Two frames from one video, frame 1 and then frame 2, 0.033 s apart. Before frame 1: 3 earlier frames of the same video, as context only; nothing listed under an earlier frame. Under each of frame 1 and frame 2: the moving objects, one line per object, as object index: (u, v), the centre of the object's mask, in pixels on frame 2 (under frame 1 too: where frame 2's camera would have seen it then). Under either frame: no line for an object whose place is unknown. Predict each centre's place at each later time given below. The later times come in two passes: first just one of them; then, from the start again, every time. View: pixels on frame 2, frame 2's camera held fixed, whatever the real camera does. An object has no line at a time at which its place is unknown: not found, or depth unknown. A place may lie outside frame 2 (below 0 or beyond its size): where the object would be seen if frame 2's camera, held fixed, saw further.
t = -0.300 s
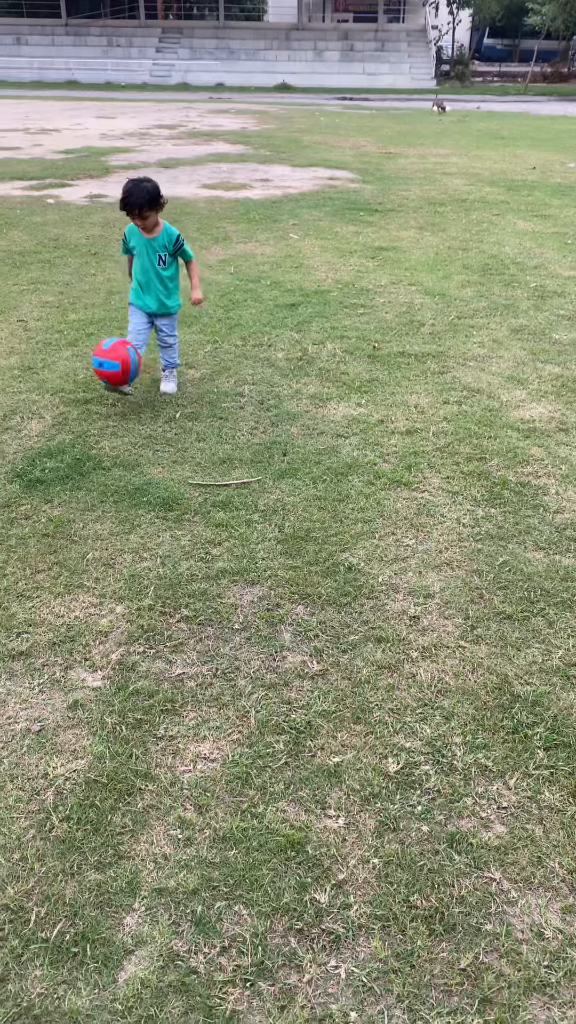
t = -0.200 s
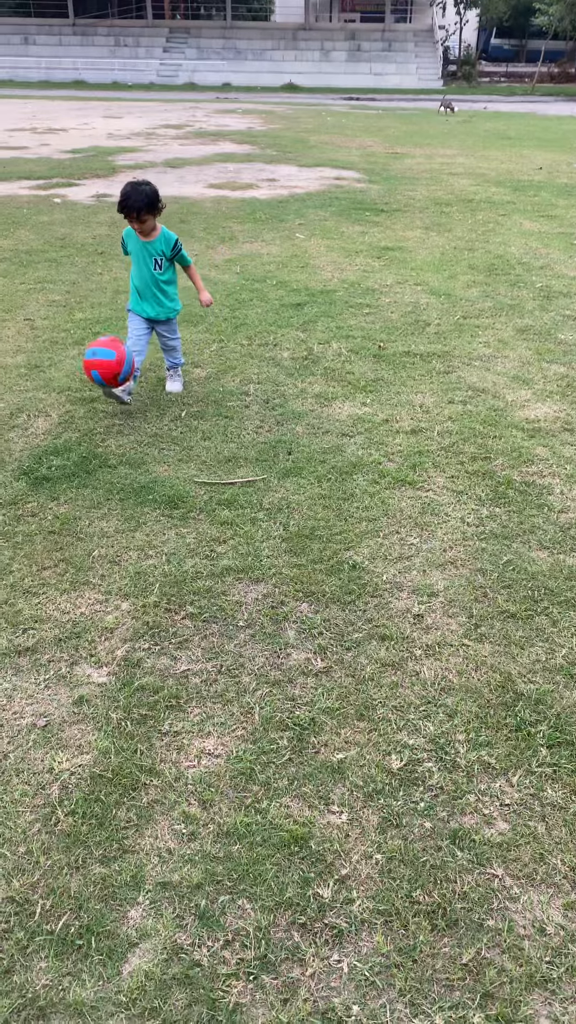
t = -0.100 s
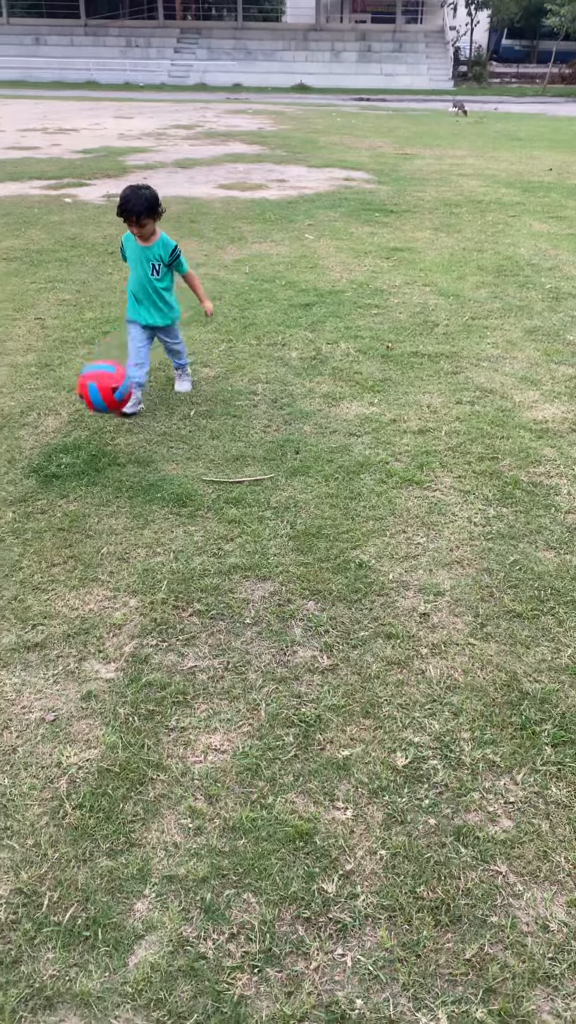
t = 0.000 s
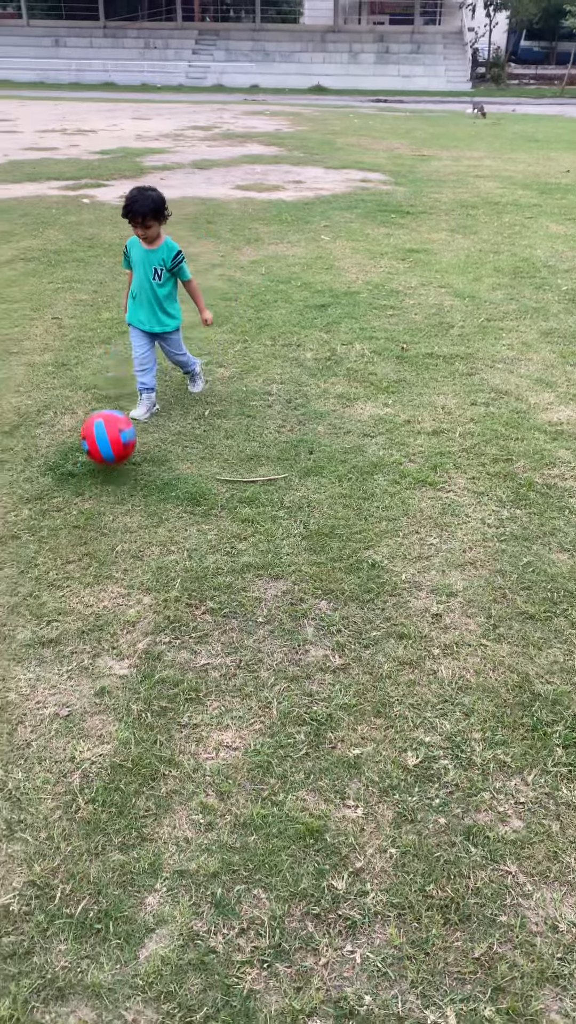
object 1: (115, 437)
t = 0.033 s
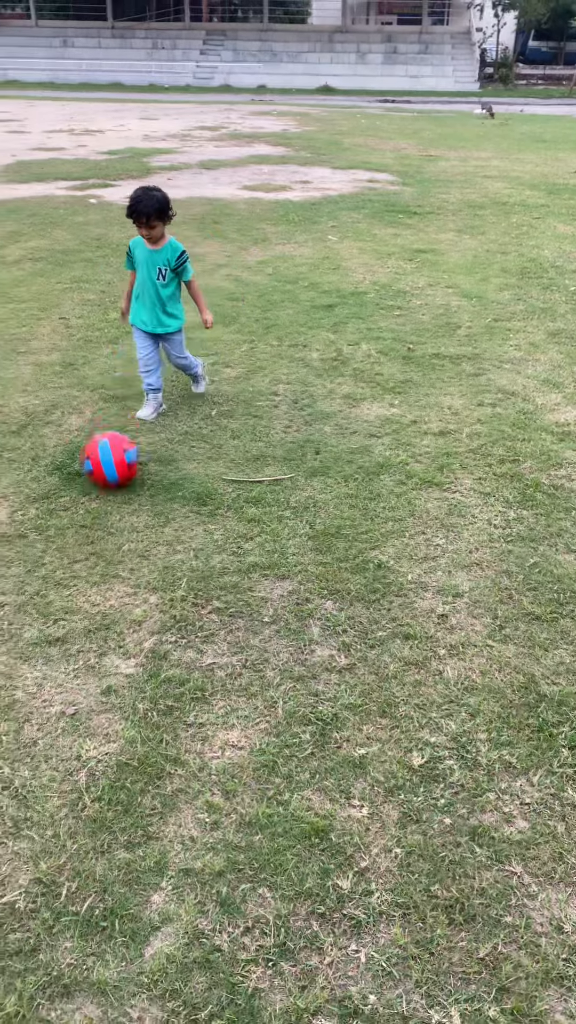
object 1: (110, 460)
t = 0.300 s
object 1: (86, 483)
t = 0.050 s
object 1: (110, 462)
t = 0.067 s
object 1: (108, 460)
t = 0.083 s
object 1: (105, 456)
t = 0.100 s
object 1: (103, 454)
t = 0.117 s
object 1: (102, 454)
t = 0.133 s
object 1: (101, 453)
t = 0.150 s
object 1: (99, 453)
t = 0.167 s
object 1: (98, 454)
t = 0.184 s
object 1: (96, 455)
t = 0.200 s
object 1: (95, 456)
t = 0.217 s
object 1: (93, 459)
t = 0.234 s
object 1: (91, 462)
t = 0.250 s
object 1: (90, 467)
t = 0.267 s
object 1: (89, 471)
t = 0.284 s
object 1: (87, 477)
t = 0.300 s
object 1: (86, 483)
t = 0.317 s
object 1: (85, 490)
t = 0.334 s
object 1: (83, 498)
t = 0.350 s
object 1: (82, 501)
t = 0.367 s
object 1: (81, 502)
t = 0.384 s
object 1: (79, 503)
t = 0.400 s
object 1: (77, 505)
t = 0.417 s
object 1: (74, 508)
